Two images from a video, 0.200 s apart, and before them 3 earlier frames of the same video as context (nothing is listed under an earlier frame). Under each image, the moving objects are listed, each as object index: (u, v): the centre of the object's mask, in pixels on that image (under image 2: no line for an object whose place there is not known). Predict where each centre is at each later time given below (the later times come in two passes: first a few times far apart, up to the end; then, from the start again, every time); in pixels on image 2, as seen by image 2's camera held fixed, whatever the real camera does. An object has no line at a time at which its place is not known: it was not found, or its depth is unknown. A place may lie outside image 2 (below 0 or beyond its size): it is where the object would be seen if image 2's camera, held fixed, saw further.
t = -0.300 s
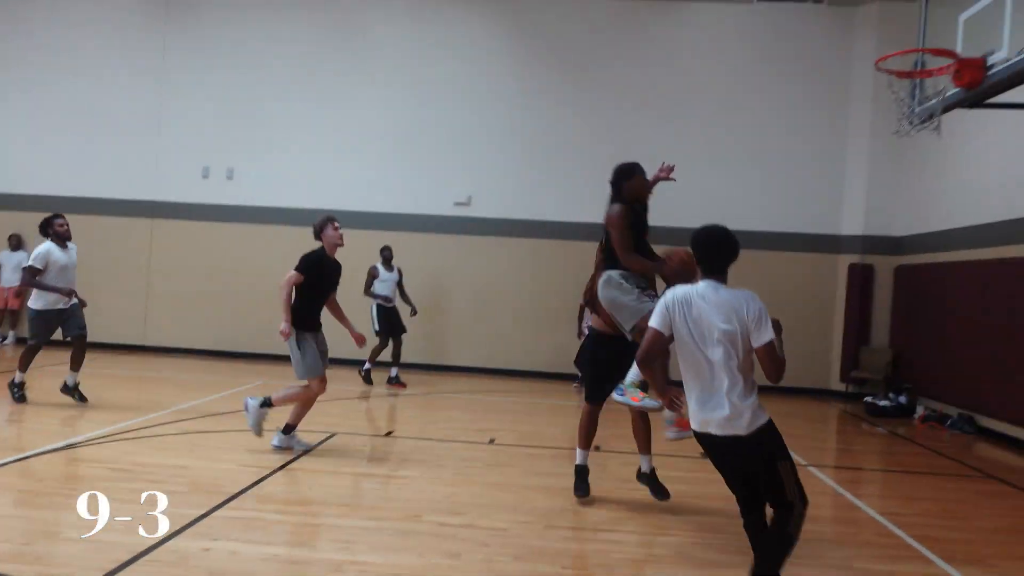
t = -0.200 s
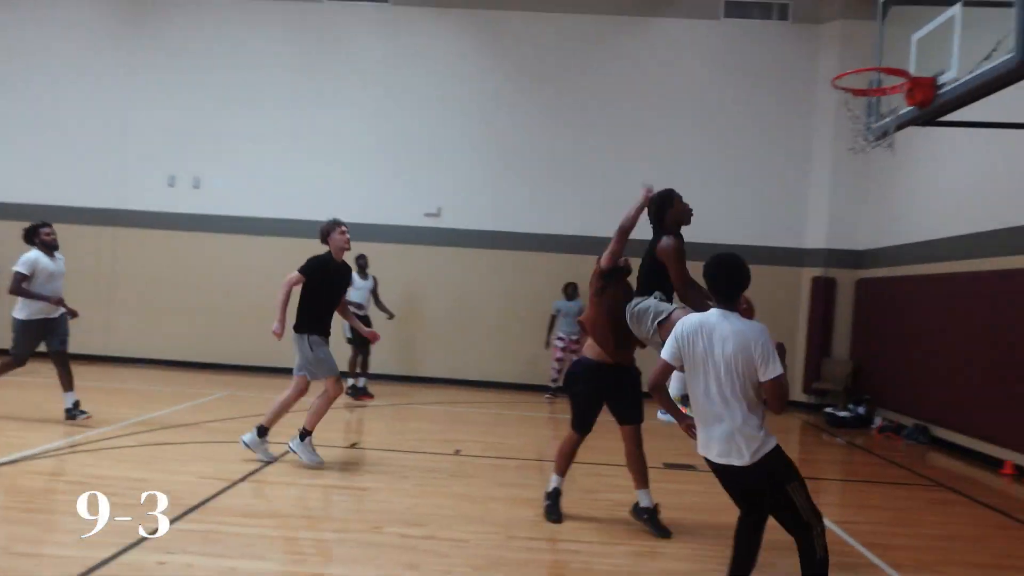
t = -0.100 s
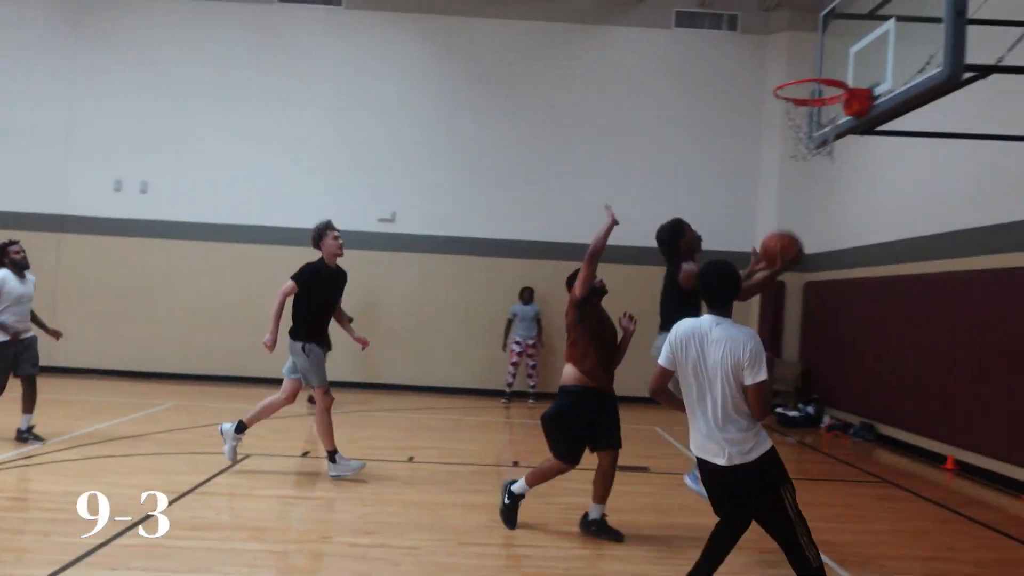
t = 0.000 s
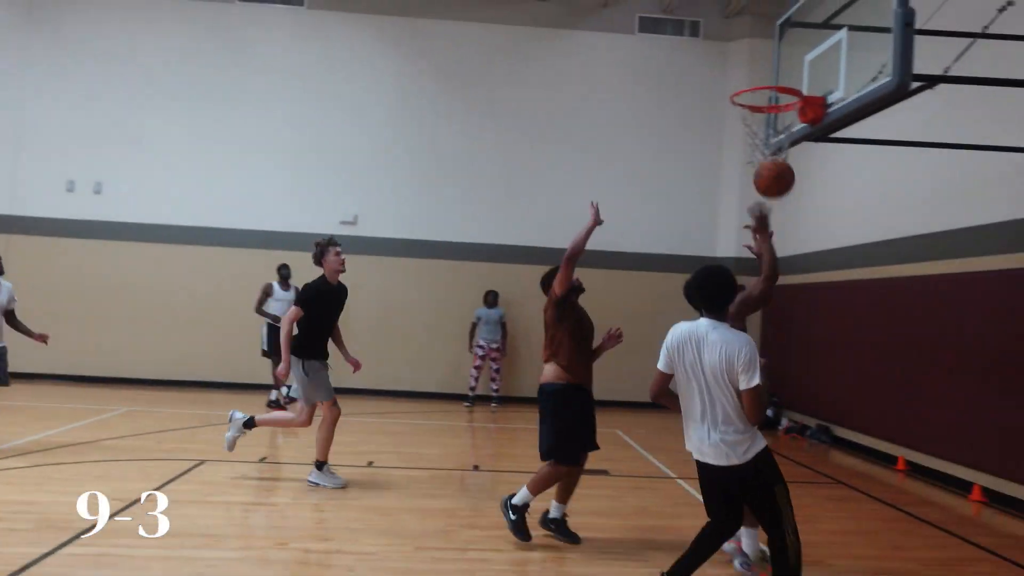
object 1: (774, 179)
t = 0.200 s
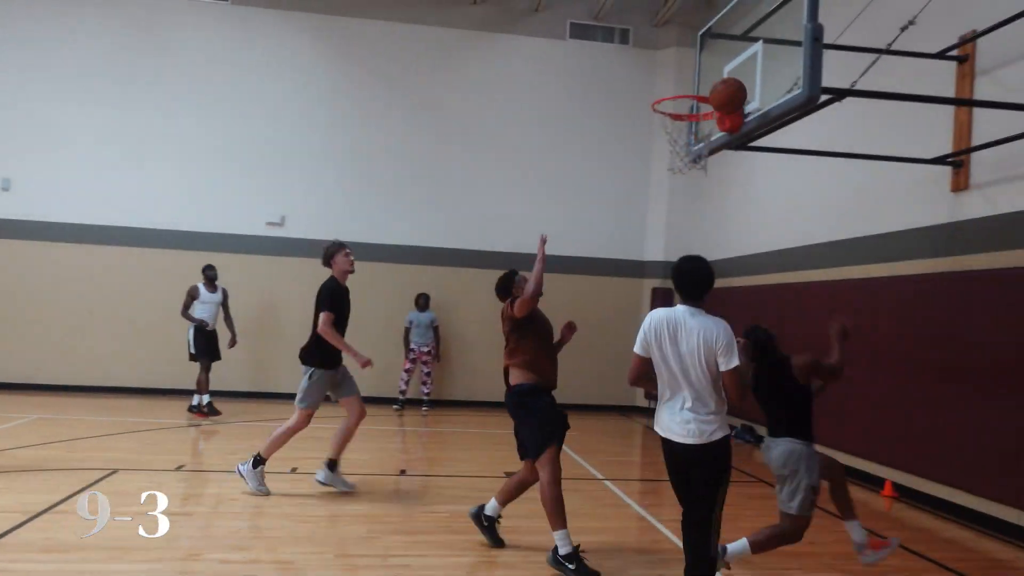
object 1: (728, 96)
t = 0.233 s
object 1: (733, 87)
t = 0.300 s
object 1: (743, 75)
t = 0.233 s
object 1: (733, 87)
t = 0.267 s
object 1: (738, 81)
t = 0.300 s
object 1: (743, 75)
